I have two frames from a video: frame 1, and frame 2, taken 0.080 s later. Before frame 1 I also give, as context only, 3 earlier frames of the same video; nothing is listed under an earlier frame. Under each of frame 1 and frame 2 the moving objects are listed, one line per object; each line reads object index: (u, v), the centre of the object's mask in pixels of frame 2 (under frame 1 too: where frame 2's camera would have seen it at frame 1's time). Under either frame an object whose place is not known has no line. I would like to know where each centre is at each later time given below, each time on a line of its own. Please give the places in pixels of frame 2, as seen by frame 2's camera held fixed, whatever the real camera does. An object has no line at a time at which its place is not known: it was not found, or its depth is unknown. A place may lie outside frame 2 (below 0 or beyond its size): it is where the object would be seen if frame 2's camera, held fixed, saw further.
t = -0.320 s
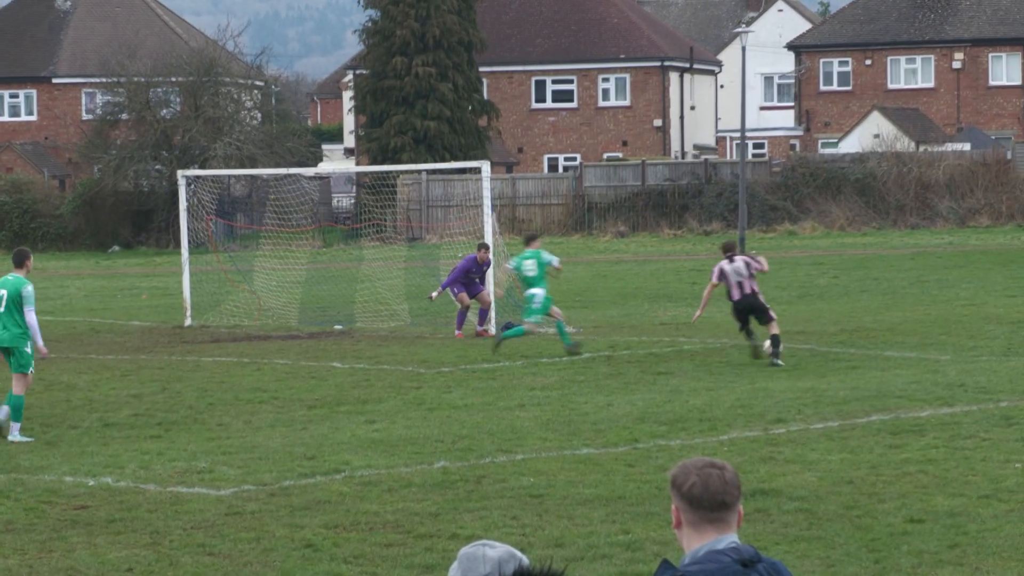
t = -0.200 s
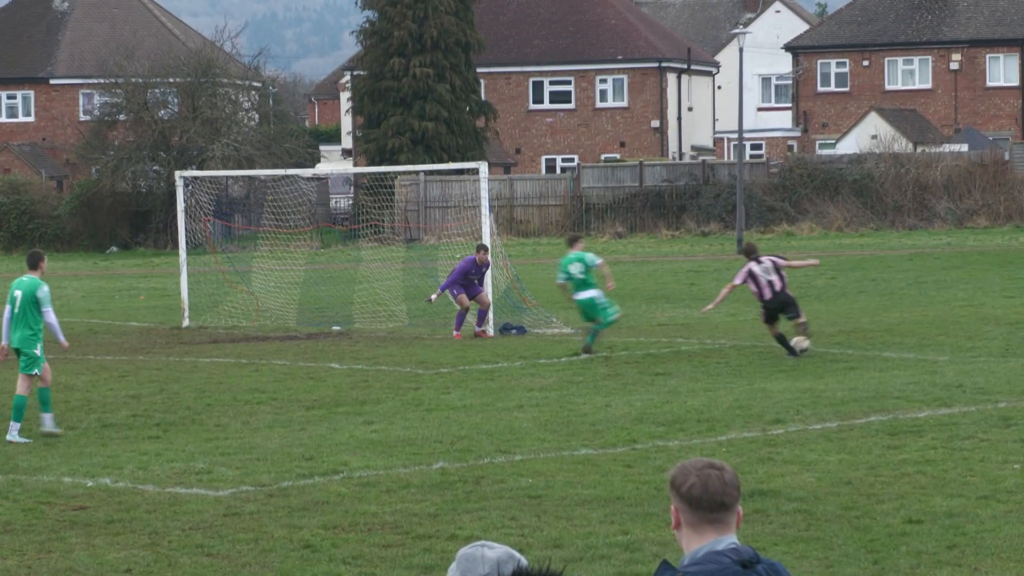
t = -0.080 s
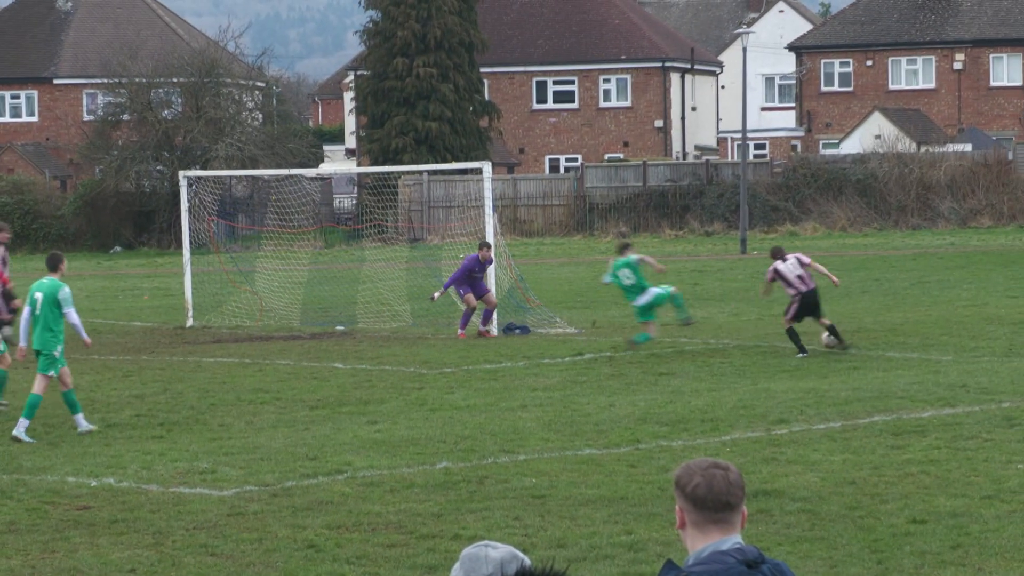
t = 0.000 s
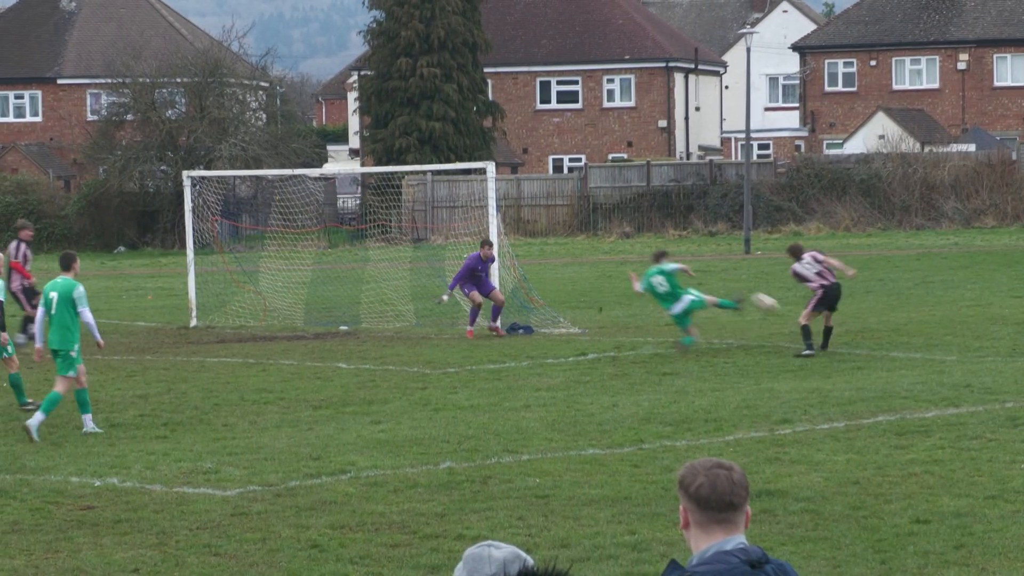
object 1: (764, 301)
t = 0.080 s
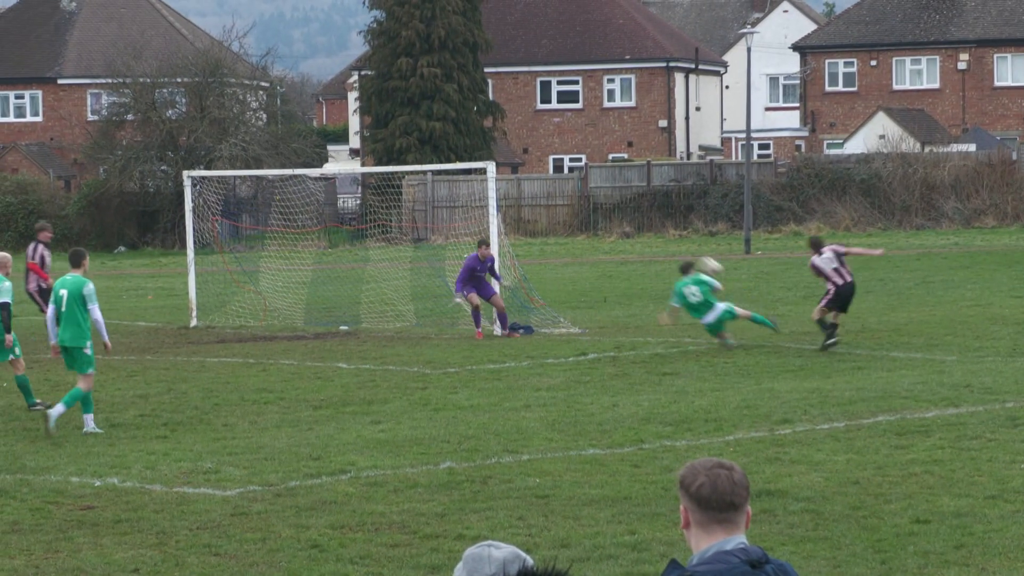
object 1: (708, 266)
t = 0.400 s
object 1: (533, 167)
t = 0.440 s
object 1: (516, 159)
